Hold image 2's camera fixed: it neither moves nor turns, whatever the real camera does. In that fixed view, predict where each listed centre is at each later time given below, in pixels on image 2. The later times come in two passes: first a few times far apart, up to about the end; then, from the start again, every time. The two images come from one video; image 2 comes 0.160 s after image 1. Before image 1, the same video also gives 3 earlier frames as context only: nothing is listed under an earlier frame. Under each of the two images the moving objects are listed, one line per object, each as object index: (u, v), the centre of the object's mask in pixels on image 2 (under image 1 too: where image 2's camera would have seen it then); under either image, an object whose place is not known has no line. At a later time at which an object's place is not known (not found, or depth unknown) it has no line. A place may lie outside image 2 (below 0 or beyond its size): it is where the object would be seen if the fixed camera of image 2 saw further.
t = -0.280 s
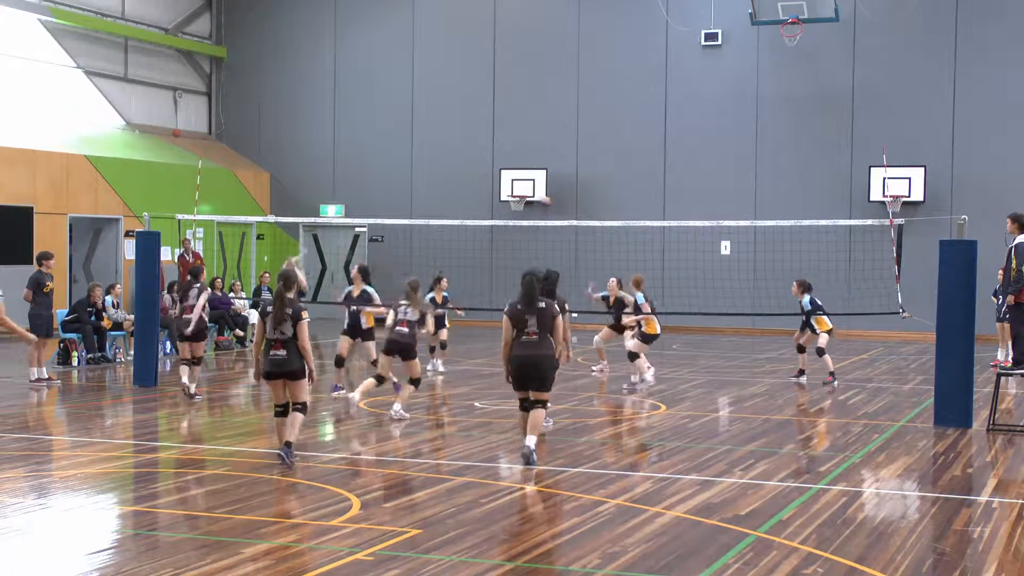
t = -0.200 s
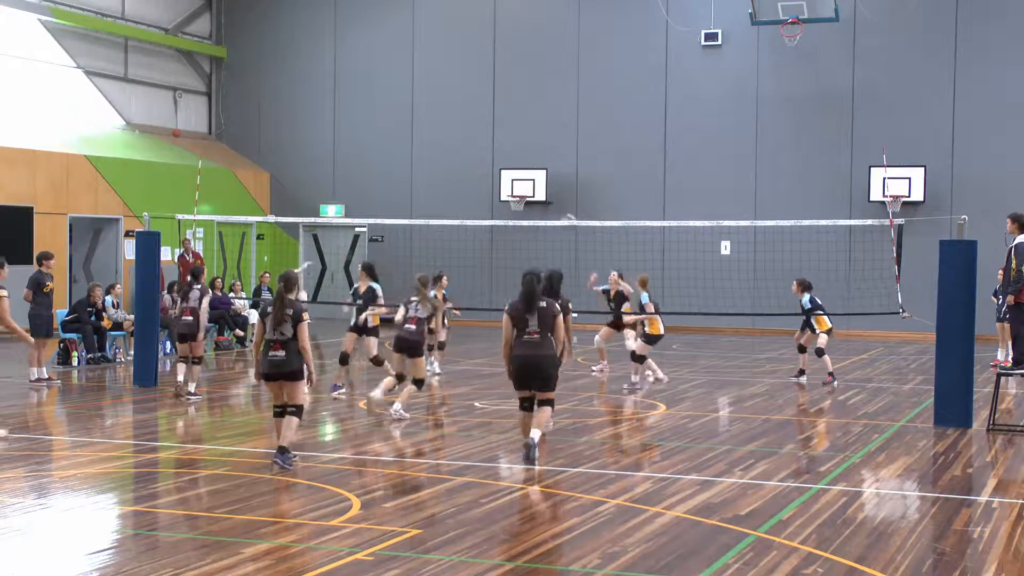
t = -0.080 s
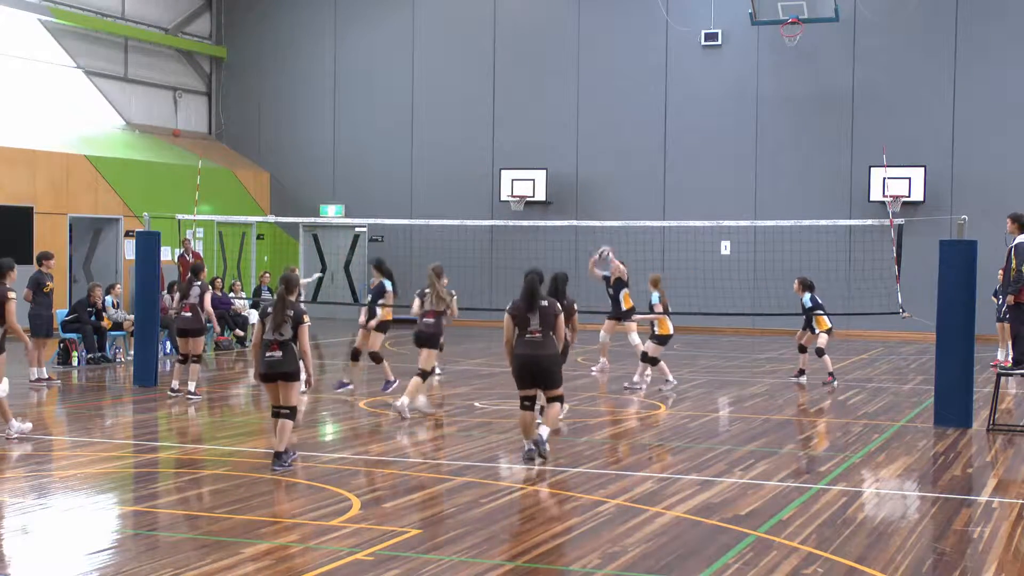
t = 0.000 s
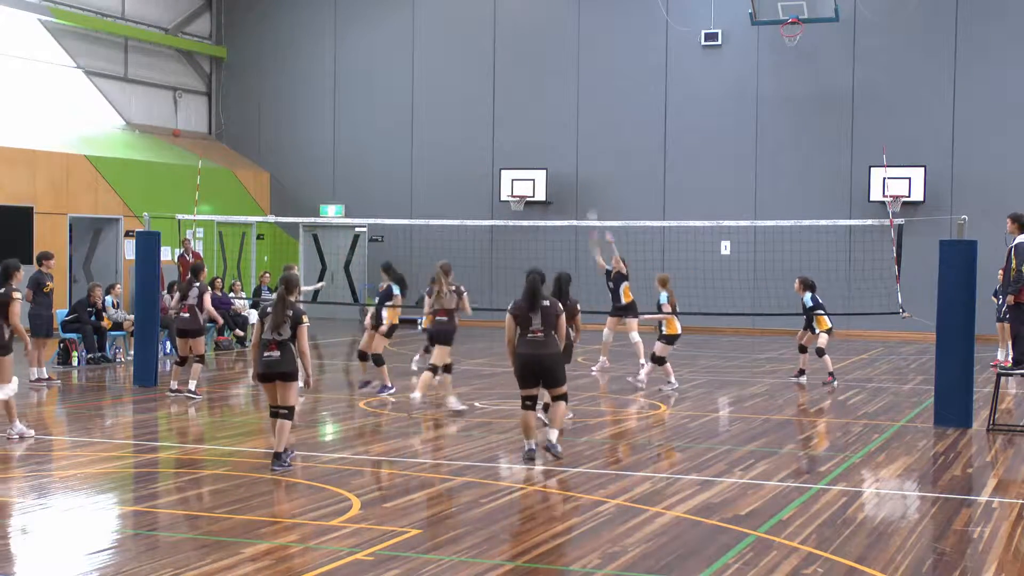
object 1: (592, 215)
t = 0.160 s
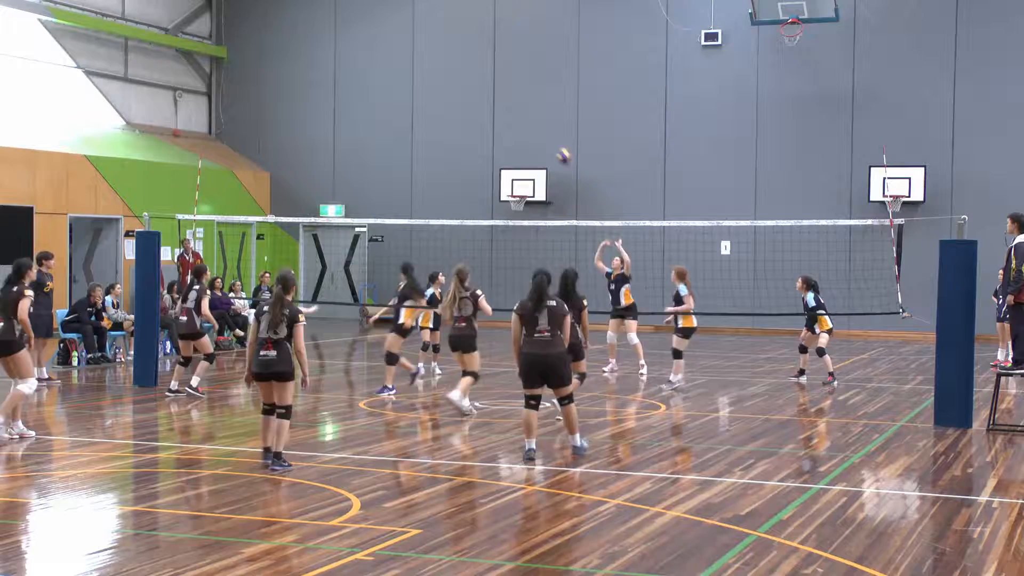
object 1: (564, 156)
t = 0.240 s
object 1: (548, 132)
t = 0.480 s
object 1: (503, 85)
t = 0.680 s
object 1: (462, 74)
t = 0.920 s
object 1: (414, 99)
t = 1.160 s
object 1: (365, 166)
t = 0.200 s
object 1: (557, 144)
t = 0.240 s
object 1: (548, 132)
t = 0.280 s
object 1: (542, 121)
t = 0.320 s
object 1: (534, 112)
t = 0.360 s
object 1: (526, 103)
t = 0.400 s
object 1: (519, 96)
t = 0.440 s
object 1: (510, 88)
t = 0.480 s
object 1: (503, 85)
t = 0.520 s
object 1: (494, 80)
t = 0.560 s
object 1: (487, 77)
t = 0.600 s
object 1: (479, 75)
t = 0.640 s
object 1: (470, 74)
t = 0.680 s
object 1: (462, 74)
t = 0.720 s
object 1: (454, 76)
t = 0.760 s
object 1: (446, 78)
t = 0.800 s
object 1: (438, 81)
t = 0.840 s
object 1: (430, 86)
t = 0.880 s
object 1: (422, 92)
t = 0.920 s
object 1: (414, 99)
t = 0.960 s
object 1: (404, 107)
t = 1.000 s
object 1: (396, 116)
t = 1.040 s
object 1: (389, 128)
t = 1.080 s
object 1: (381, 139)
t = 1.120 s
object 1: (374, 151)
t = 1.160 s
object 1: (365, 166)
